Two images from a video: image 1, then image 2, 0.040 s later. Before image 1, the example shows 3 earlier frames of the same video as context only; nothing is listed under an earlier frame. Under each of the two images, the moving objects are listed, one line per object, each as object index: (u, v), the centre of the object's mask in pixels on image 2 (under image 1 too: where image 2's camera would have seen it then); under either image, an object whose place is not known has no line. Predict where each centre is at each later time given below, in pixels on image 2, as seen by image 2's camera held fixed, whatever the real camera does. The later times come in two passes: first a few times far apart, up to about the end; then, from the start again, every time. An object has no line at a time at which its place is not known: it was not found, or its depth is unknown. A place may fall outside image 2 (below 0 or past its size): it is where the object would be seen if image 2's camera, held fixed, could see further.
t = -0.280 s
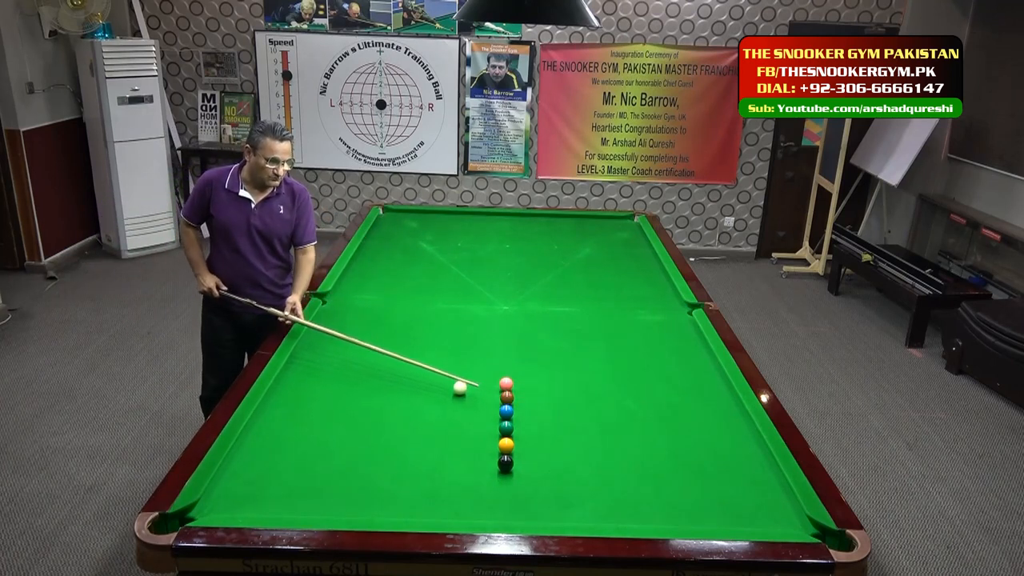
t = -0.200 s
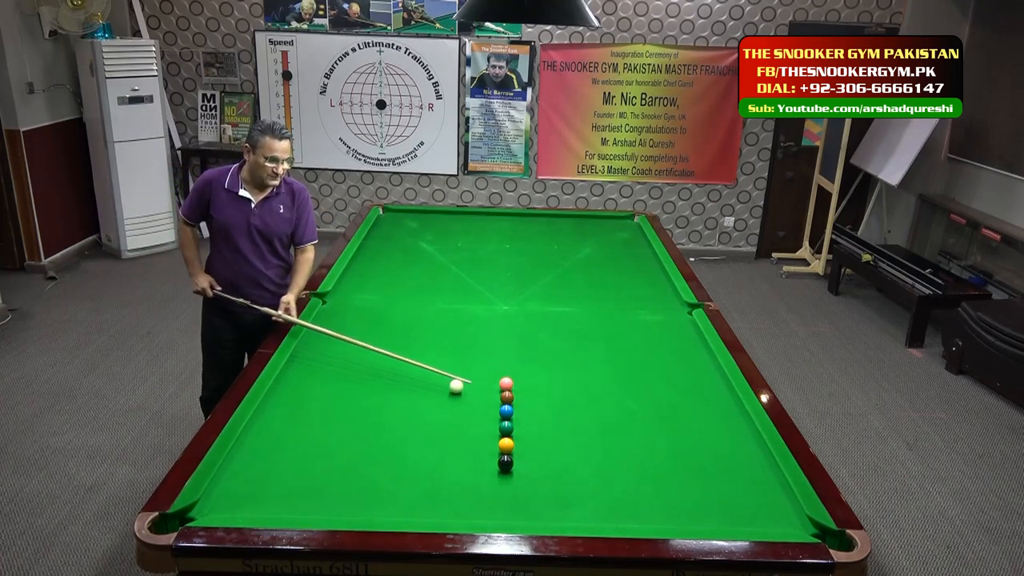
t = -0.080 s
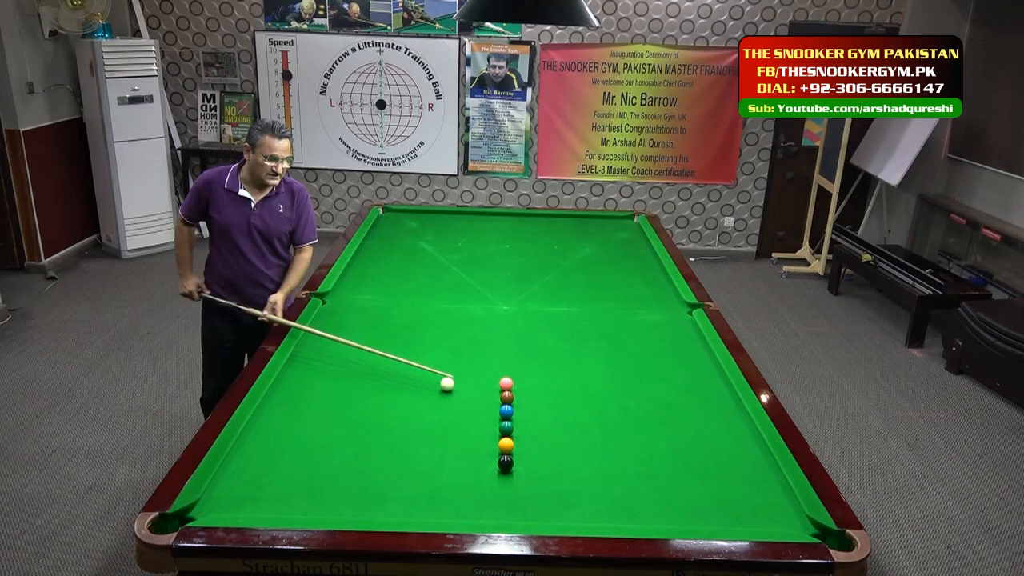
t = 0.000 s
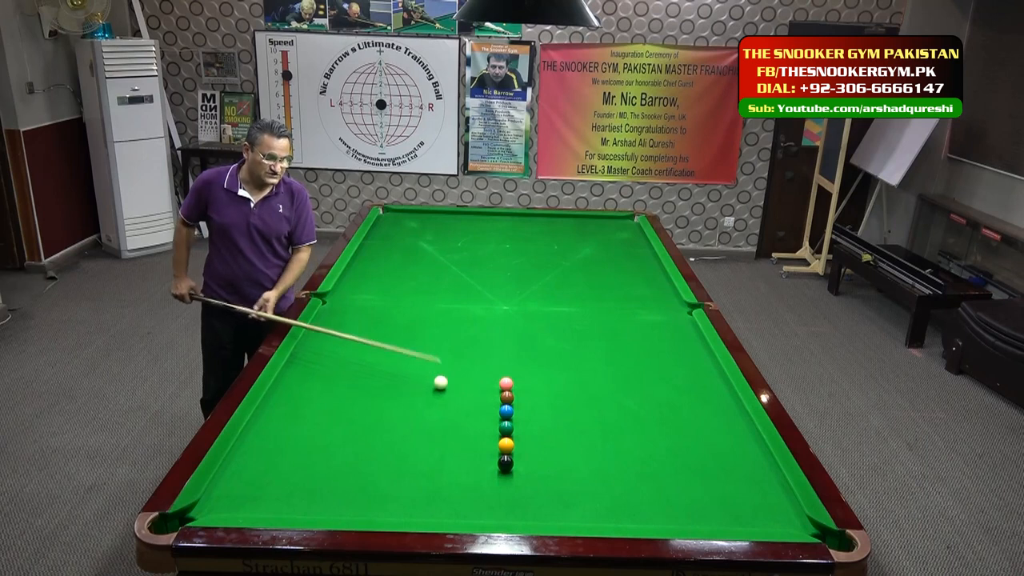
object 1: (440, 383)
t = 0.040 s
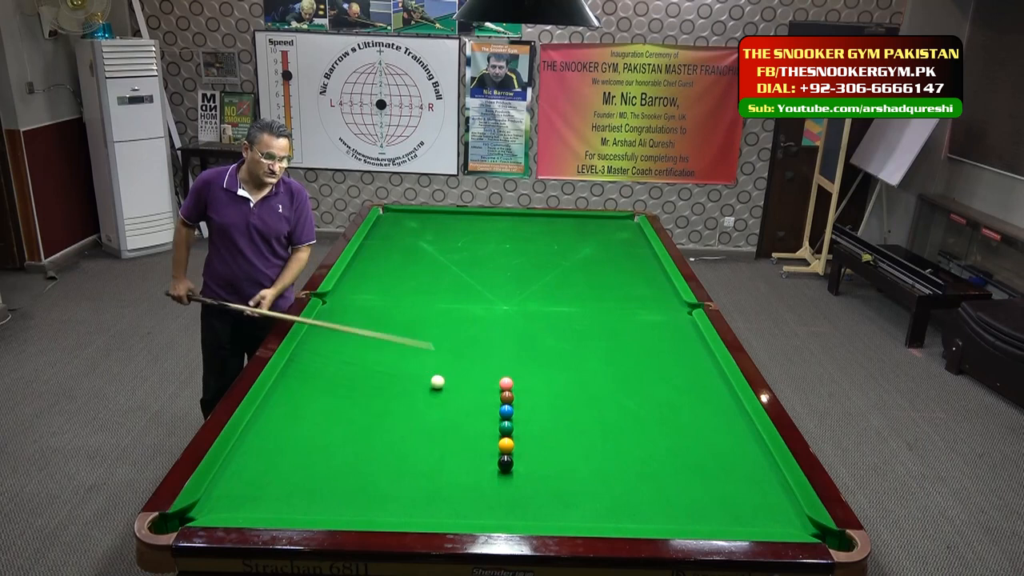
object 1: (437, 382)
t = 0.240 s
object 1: (422, 379)
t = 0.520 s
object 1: (402, 374)
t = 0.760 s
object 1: (387, 371)
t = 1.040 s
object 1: (370, 368)
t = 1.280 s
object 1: (358, 365)
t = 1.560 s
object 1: (346, 363)
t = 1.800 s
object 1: (336, 361)
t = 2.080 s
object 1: (326, 359)
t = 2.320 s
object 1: (319, 358)
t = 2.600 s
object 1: (312, 357)
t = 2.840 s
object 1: (308, 356)
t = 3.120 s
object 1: (304, 356)
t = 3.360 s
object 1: (302, 356)
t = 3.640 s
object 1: (301, 356)
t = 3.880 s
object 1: (301, 356)
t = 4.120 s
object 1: (301, 356)
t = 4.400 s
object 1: (301, 356)
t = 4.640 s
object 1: (301, 356)
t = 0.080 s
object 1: (434, 381)
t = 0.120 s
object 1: (431, 380)
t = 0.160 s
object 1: (428, 380)
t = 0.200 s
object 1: (425, 379)
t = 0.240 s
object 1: (422, 379)
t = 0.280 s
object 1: (419, 378)
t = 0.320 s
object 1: (416, 377)
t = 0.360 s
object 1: (413, 377)
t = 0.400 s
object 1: (410, 376)
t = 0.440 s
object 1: (408, 376)
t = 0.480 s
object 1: (405, 375)
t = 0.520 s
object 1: (402, 374)
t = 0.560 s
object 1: (399, 374)
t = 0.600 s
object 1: (397, 373)
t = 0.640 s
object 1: (394, 373)
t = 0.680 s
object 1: (392, 372)
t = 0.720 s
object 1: (389, 372)
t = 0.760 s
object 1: (387, 371)
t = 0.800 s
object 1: (384, 371)
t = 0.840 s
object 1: (382, 370)
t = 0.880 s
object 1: (380, 370)
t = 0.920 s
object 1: (377, 369)
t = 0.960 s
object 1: (375, 369)
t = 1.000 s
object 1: (373, 368)
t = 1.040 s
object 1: (370, 368)
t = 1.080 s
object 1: (368, 367)
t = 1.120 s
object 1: (366, 367)
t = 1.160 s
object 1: (364, 366)
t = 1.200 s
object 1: (362, 366)
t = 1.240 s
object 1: (360, 366)
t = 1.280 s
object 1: (358, 365)
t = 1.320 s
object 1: (356, 365)
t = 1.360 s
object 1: (354, 365)
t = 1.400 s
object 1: (352, 364)
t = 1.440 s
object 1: (351, 364)
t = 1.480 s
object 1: (349, 363)
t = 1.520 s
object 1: (347, 363)
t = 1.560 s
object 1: (346, 363)
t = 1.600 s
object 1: (344, 362)
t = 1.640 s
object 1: (342, 362)
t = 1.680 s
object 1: (341, 362)
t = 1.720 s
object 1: (339, 362)
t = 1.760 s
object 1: (337, 361)
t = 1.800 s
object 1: (336, 361)
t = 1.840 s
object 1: (334, 361)
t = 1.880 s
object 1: (333, 360)
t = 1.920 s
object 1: (332, 360)
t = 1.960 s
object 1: (330, 359)
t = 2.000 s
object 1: (329, 359)
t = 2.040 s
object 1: (328, 359)
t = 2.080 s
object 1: (326, 359)
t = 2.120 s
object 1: (325, 359)
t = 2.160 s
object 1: (324, 359)
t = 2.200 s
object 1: (323, 358)
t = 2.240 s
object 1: (322, 358)
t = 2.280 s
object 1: (320, 358)
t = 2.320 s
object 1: (319, 358)
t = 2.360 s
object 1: (318, 358)
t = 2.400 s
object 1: (317, 357)
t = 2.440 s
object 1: (316, 358)
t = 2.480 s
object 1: (315, 357)
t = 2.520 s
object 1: (314, 357)
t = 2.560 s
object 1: (314, 357)
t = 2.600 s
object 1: (312, 357)
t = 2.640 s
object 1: (312, 357)
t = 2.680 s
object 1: (311, 357)
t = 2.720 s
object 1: (310, 356)
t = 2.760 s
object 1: (309, 356)
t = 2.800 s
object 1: (309, 356)
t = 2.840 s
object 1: (308, 356)
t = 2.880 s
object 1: (307, 356)
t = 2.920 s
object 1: (307, 356)
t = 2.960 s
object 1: (306, 356)
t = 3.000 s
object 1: (306, 356)
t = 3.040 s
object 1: (305, 356)
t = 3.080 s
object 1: (304, 356)
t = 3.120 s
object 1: (304, 356)
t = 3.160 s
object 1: (304, 356)
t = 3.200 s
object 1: (303, 356)
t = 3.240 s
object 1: (303, 356)
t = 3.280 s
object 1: (303, 356)
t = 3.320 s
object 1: (302, 356)
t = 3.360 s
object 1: (302, 356)
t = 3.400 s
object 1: (302, 356)
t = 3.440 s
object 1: (302, 356)
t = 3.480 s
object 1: (301, 356)
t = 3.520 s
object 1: (301, 356)
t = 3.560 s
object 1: (301, 356)
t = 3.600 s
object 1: (301, 356)
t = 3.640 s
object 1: (301, 356)
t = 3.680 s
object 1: (301, 356)
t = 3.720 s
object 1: (301, 356)
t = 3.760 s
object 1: (301, 356)
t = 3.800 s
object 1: (301, 356)
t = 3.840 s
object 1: (301, 356)
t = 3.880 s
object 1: (301, 356)
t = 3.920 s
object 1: (301, 356)
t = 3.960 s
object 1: (301, 356)
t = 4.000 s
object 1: (301, 356)
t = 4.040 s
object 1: (301, 356)
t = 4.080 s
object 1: (301, 356)
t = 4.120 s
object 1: (301, 356)
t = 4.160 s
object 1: (301, 356)
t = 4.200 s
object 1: (301, 356)
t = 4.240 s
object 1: (301, 356)
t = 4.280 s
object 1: (301, 356)
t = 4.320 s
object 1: (301, 356)
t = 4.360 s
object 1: (301, 356)
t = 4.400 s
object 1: (301, 356)
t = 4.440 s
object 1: (301, 356)
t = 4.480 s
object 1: (301, 356)
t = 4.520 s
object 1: (301, 356)
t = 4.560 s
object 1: (301, 356)
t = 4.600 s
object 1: (301, 356)
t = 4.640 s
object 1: (301, 356)
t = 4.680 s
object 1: (301, 356)
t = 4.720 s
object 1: (301, 356)
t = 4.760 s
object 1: (301, 356)
